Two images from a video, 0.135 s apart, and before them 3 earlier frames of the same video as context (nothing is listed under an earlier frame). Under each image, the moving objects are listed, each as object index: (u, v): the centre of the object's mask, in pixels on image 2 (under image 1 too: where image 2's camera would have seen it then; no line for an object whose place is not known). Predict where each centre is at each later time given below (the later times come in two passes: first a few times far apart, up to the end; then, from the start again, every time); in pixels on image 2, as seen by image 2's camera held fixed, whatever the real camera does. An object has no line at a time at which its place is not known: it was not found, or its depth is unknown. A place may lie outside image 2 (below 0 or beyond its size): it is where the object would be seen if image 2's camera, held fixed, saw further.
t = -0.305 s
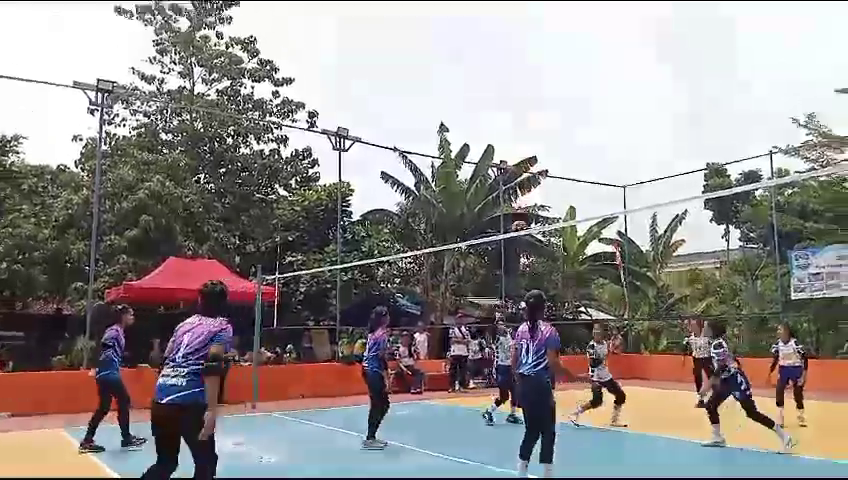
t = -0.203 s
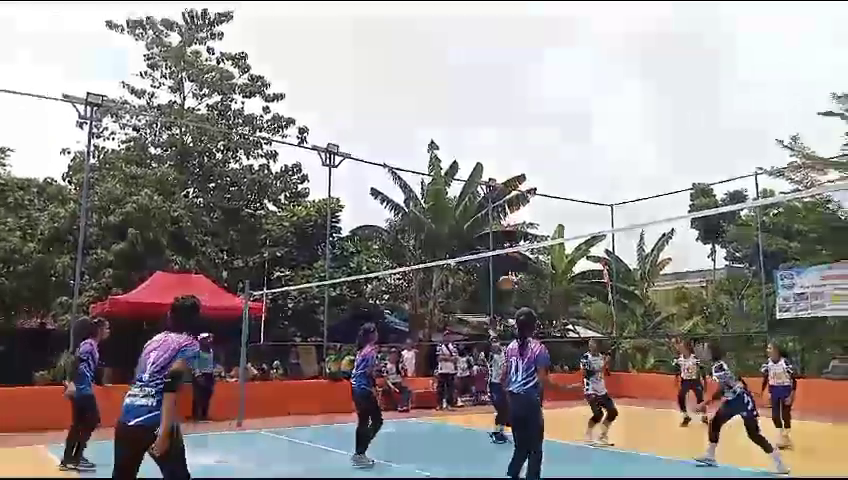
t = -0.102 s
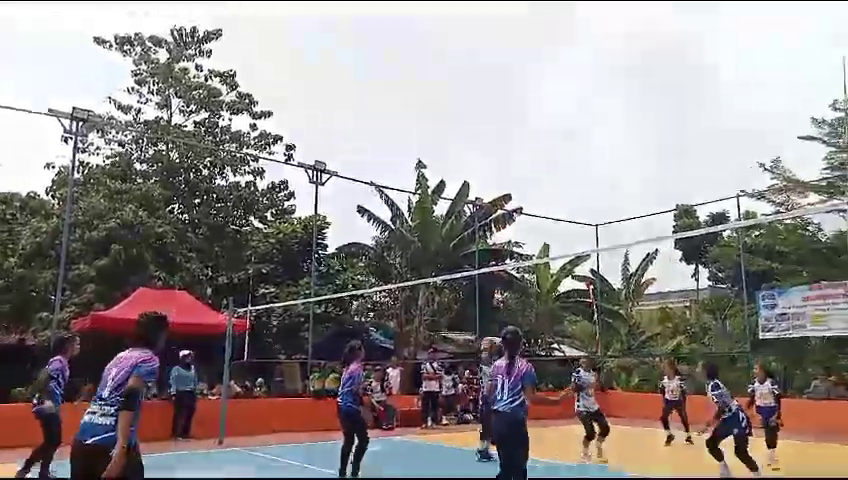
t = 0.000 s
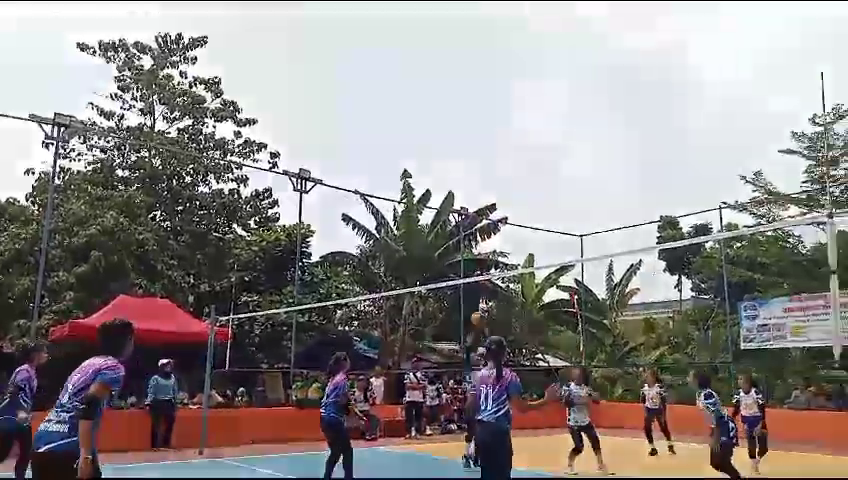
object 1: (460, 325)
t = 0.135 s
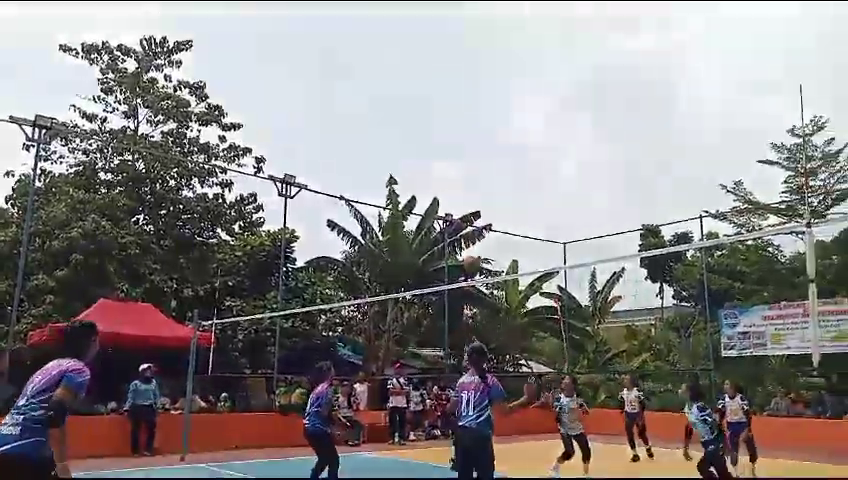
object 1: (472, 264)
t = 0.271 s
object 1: (479, 213)
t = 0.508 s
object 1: (495, 152)
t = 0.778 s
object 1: (517, 126)
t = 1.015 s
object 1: (539, 143)
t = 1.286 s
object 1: (568, 218)
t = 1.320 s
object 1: (572, 232)
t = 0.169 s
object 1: (472, 249)
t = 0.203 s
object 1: (476, 236)
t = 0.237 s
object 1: (477, 224)
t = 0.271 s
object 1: (479, 213)
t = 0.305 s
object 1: (482, 201)
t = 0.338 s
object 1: (484, 191)
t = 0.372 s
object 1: (487, 183)
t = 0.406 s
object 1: (489, 173)
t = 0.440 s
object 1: (491, 166)
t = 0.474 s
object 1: (493, 158)
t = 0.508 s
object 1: (495, 152)
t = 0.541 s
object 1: (498, 146)
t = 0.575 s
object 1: (500, 140)
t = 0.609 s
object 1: (503, 136)
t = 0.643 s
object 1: (505, 132)
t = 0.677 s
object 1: (508, 130)
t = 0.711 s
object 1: (511, 128)
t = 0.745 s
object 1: (514, 126)
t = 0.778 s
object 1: (517, 126)
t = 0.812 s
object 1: (520, 125)
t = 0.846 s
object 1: (523, 127)
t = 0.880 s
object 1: (526, 129)
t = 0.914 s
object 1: (529, 131)
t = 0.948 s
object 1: (532, 134)
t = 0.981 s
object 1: (536, 138)
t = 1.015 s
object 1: (539, 143)
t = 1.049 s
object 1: (542, 149)
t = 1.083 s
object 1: (546, 156)
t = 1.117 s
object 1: (549, 164)
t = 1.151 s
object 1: (553, 172)
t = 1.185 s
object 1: (557, 182)
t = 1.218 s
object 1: (560, 193)
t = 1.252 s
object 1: (564, 205)
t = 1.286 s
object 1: (568, 218)
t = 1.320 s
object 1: (572, 232)
